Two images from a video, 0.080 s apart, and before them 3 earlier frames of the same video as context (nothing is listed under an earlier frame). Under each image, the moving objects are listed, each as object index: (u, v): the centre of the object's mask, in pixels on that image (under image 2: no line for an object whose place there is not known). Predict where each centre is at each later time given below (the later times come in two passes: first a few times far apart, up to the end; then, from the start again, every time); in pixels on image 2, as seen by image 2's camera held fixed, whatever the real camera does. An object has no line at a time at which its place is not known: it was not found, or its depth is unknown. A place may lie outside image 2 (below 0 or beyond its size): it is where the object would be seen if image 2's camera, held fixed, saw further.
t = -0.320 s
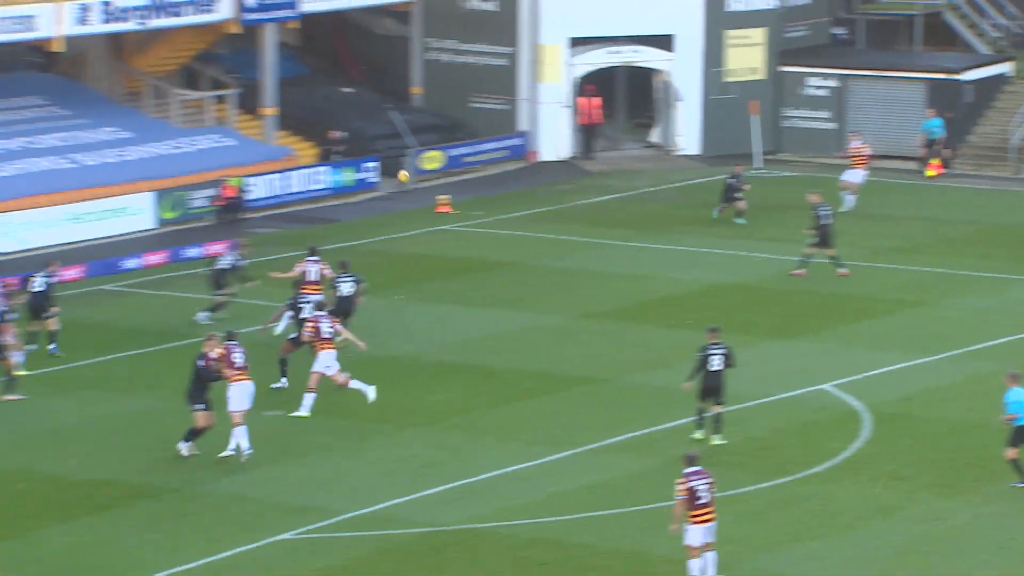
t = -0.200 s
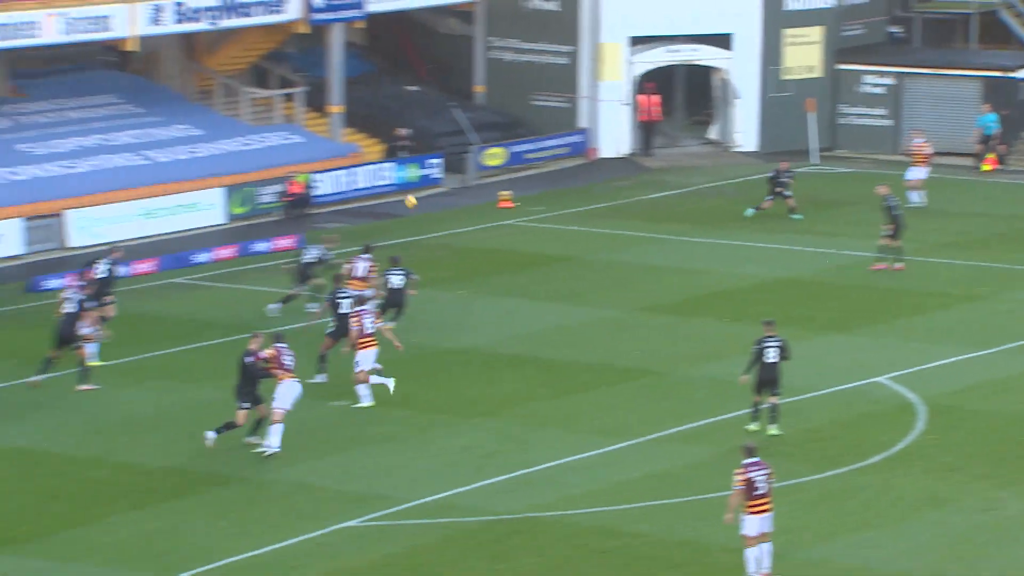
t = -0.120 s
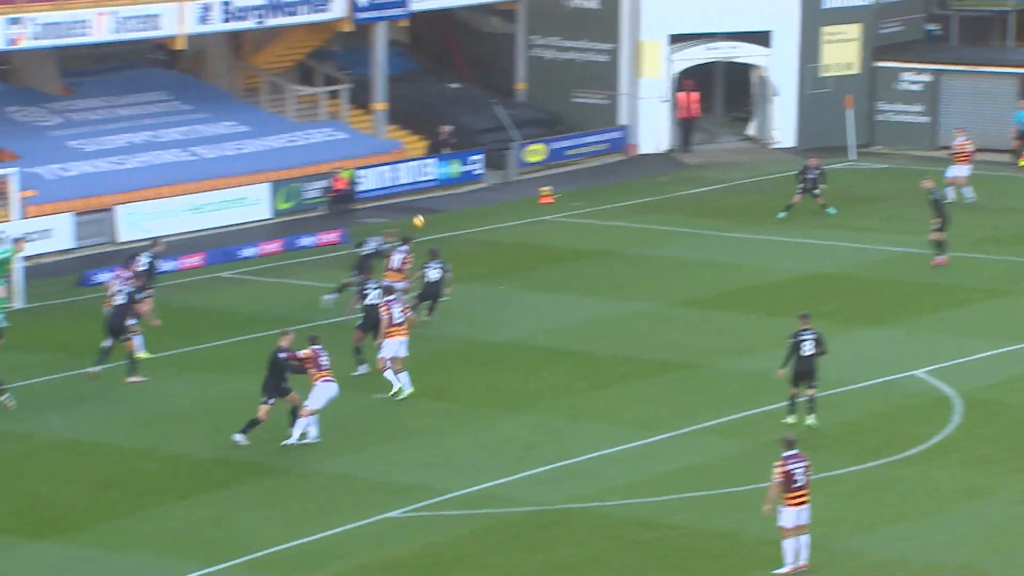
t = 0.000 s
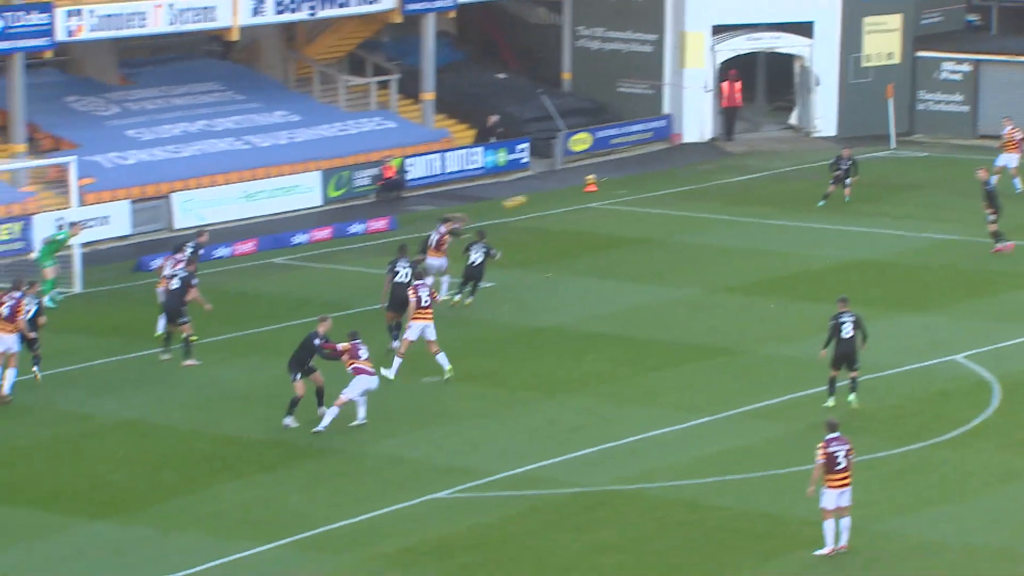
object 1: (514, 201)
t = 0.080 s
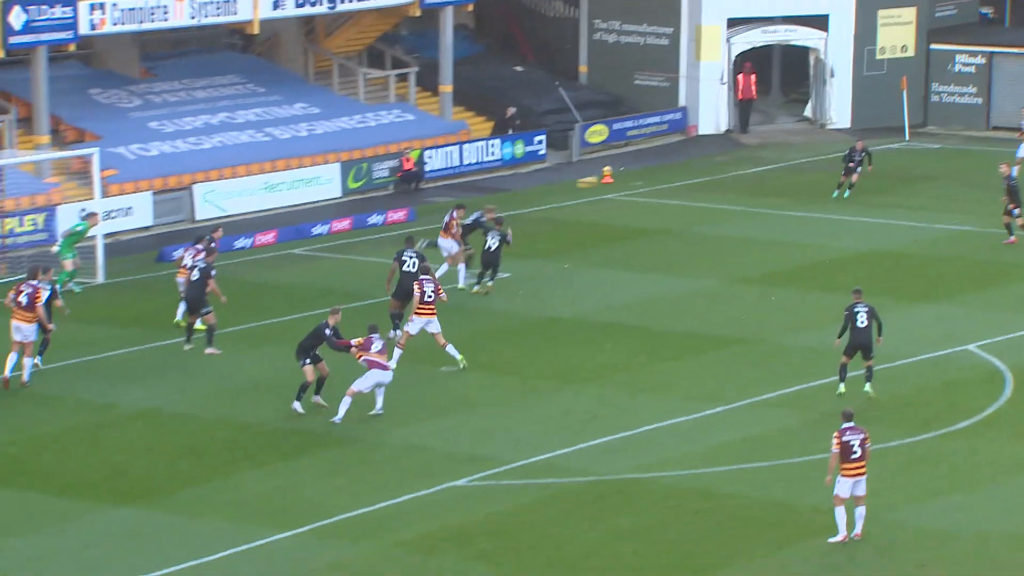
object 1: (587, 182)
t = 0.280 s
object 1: (725, 172)
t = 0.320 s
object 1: (750, 174)
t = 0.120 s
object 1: (620, 177)
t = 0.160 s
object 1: (643, 176)
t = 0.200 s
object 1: (668, 174)
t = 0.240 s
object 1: (697, 172)
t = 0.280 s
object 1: (725, 172)
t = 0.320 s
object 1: (750, 174)
